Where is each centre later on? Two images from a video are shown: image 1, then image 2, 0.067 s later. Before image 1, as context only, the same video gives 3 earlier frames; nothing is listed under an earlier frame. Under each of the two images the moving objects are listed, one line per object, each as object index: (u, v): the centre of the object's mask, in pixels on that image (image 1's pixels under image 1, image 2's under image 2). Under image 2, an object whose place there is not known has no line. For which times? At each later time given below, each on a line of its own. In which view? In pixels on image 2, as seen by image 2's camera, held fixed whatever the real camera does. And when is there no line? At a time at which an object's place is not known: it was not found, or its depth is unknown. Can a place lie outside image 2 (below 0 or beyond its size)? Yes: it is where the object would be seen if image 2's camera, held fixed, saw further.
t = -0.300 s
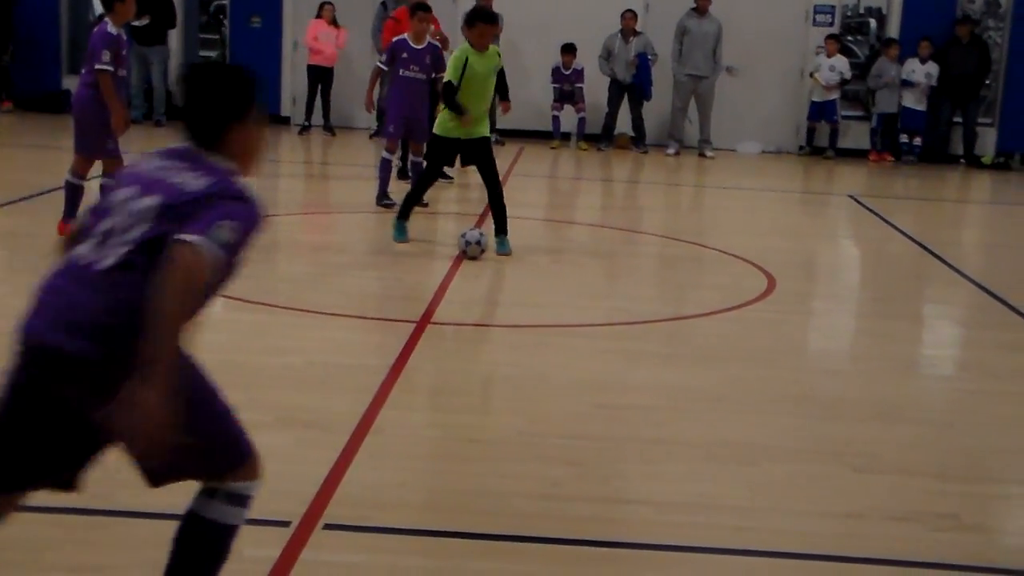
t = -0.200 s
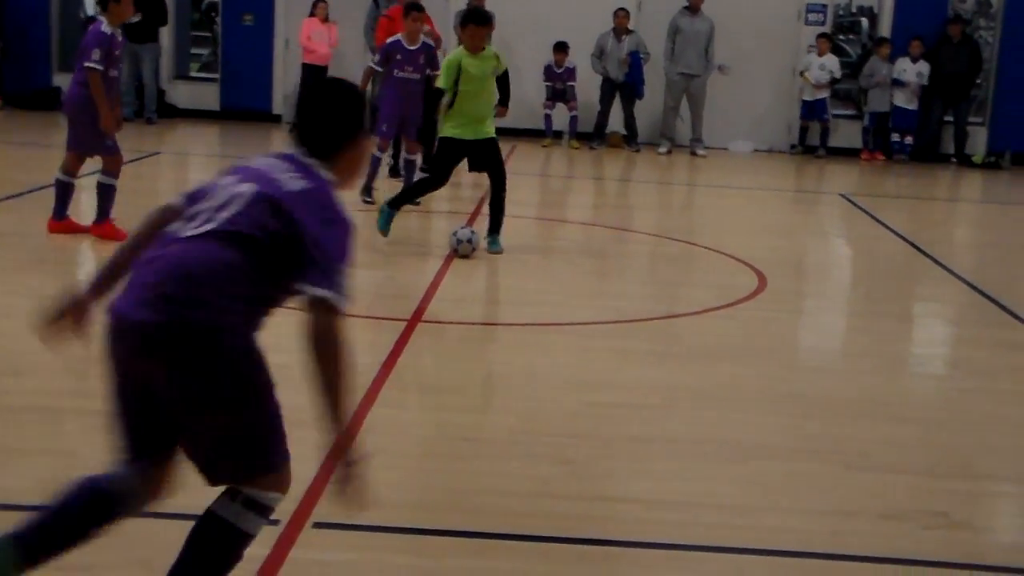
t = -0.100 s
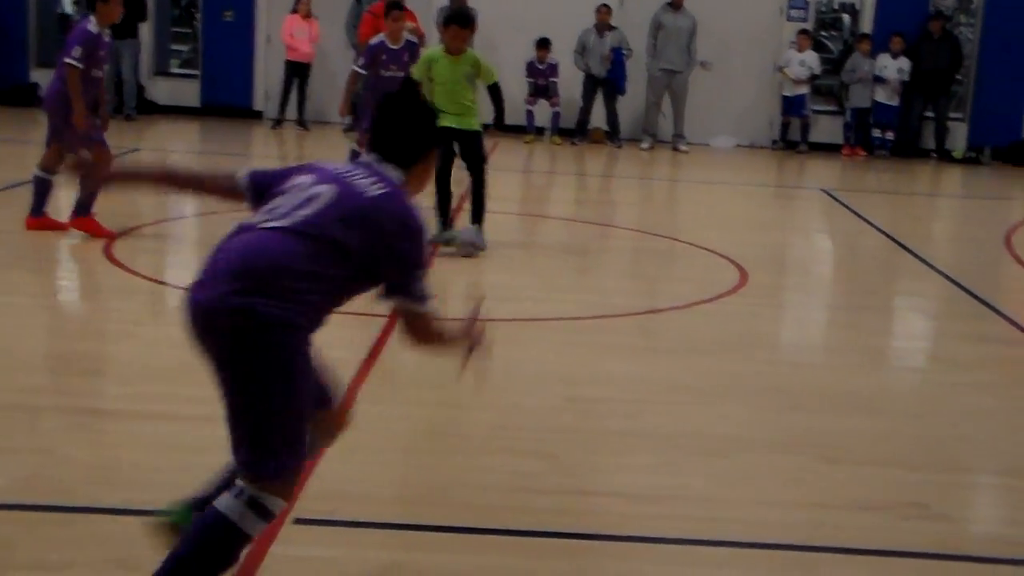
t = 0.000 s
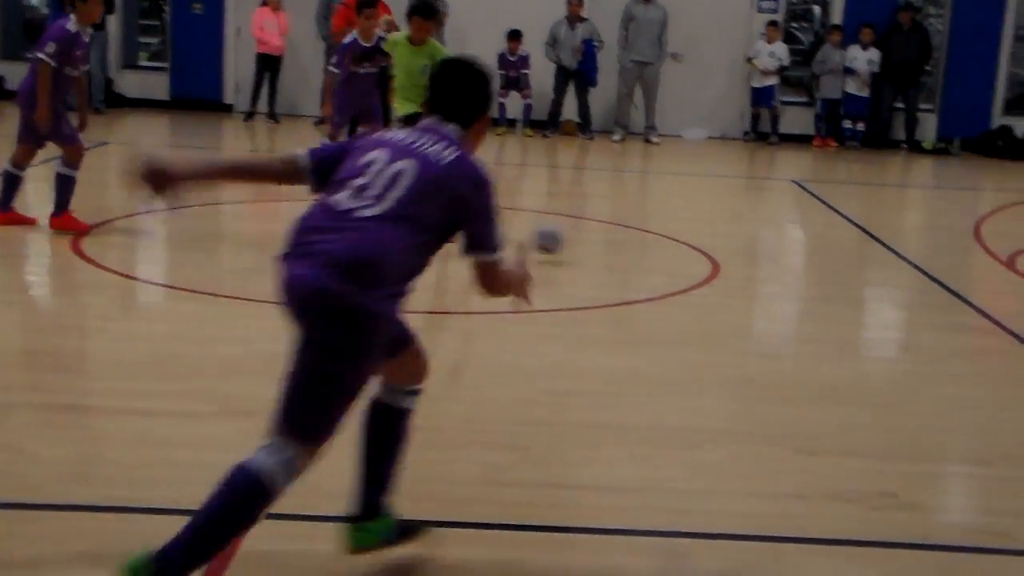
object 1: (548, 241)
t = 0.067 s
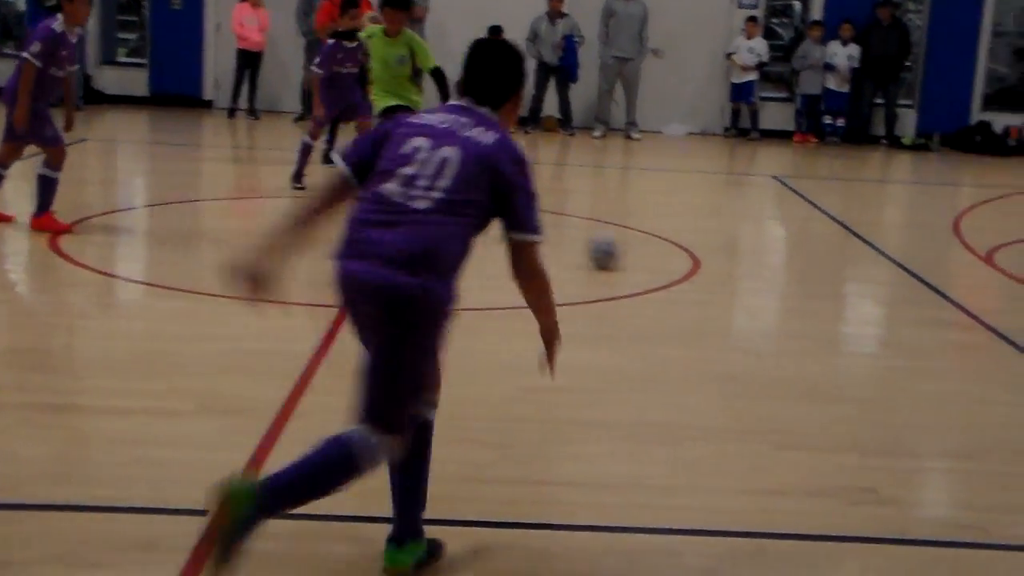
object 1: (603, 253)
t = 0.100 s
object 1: (639, 257)
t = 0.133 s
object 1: (673, 261)
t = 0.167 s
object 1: (708, 265)
